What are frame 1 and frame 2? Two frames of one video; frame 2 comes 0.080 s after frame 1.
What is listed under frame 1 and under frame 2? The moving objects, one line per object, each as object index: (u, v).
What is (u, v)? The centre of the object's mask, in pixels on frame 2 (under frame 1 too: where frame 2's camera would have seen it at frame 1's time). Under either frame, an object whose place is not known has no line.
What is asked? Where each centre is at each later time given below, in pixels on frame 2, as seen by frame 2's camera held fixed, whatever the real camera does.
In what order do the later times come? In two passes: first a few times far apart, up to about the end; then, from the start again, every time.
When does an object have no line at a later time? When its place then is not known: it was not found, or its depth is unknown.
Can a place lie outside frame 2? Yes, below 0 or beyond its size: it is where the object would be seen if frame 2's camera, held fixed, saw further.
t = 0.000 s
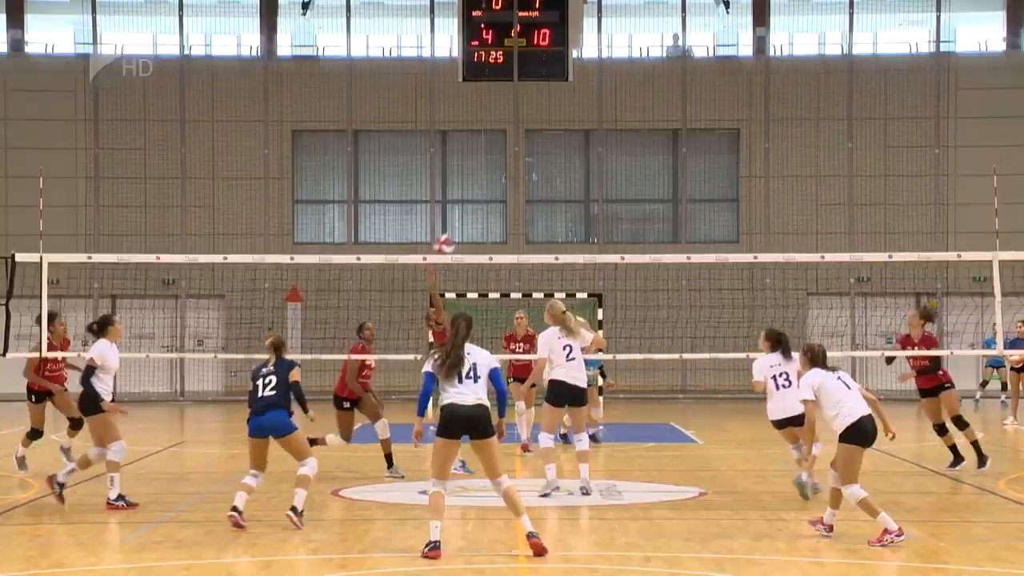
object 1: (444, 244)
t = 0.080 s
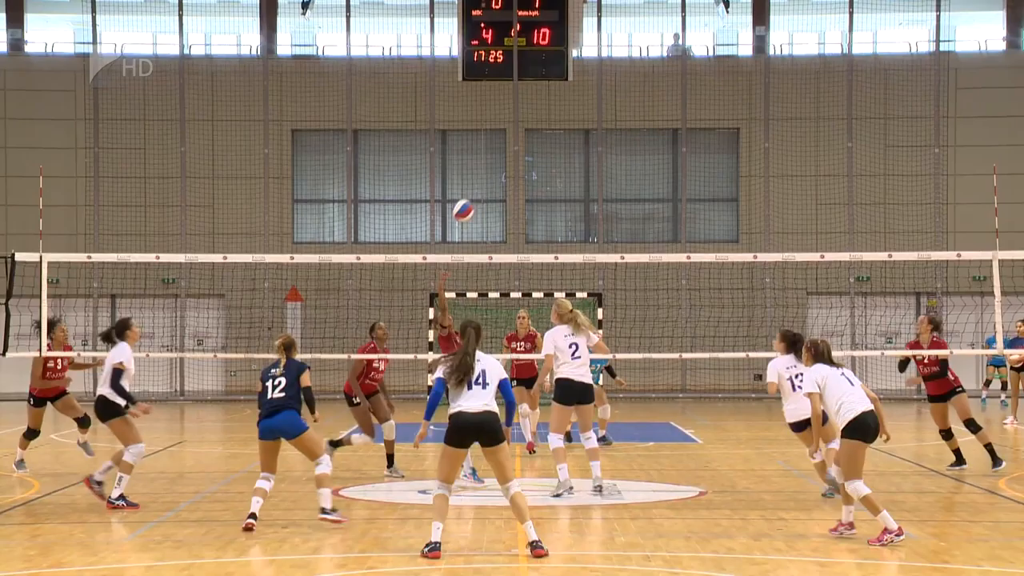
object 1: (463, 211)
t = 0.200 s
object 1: (493, 170)
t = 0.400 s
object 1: (543, 134)
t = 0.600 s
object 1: (597, 138)
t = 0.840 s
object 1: (663, 204)
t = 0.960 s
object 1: (696, 263)
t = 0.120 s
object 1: (473, 196)
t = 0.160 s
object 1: (483, 182)
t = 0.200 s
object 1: (493, 170)
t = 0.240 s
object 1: (502, 160)
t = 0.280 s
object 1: (512, 151)
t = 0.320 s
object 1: (523, 144)
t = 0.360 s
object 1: (533, 136)
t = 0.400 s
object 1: (543, 134)
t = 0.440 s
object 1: (554, 131)
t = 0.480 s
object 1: (564, 131)
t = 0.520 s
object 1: (575, 132)
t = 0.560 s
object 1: (586, 135)
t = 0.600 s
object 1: (597, 138)
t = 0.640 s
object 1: (607, 145)
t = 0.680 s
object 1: (619, 153)
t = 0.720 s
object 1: (629, 163)
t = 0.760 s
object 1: (640, 175)
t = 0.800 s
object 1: (651, 188)
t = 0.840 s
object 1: (663, 204)
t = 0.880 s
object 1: (674, 221)
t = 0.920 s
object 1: (684, 241)
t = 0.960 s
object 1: (696, 263)
